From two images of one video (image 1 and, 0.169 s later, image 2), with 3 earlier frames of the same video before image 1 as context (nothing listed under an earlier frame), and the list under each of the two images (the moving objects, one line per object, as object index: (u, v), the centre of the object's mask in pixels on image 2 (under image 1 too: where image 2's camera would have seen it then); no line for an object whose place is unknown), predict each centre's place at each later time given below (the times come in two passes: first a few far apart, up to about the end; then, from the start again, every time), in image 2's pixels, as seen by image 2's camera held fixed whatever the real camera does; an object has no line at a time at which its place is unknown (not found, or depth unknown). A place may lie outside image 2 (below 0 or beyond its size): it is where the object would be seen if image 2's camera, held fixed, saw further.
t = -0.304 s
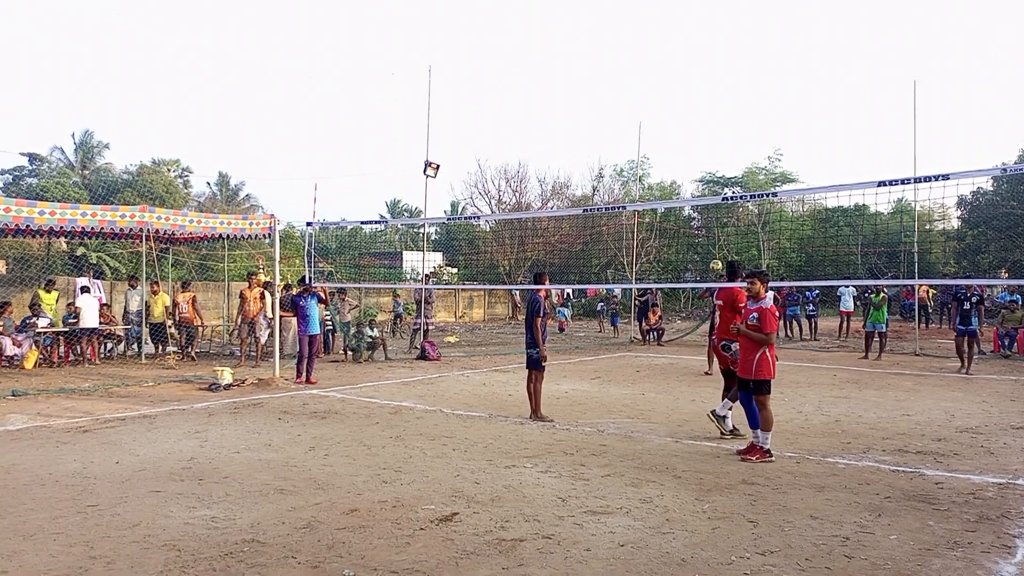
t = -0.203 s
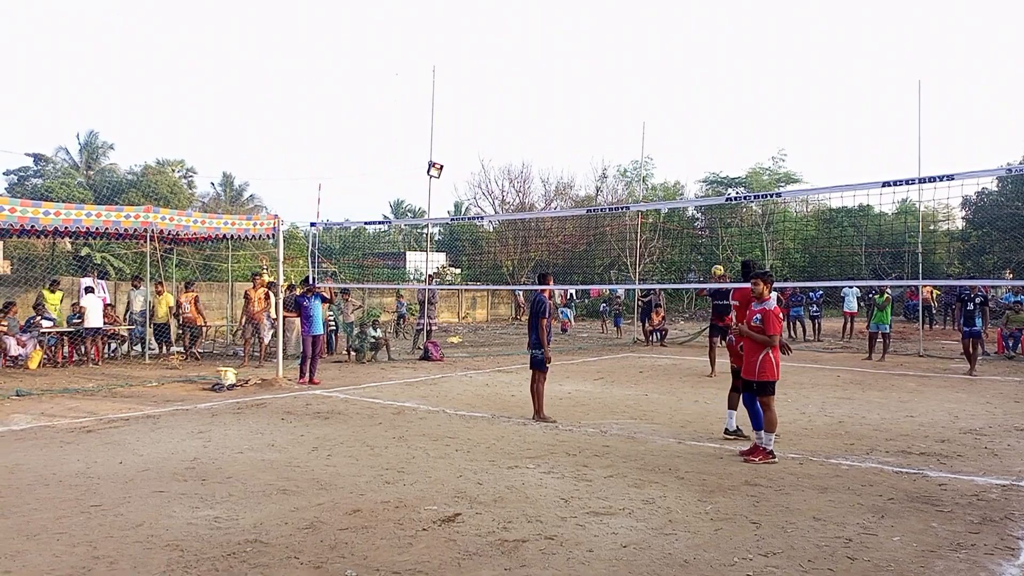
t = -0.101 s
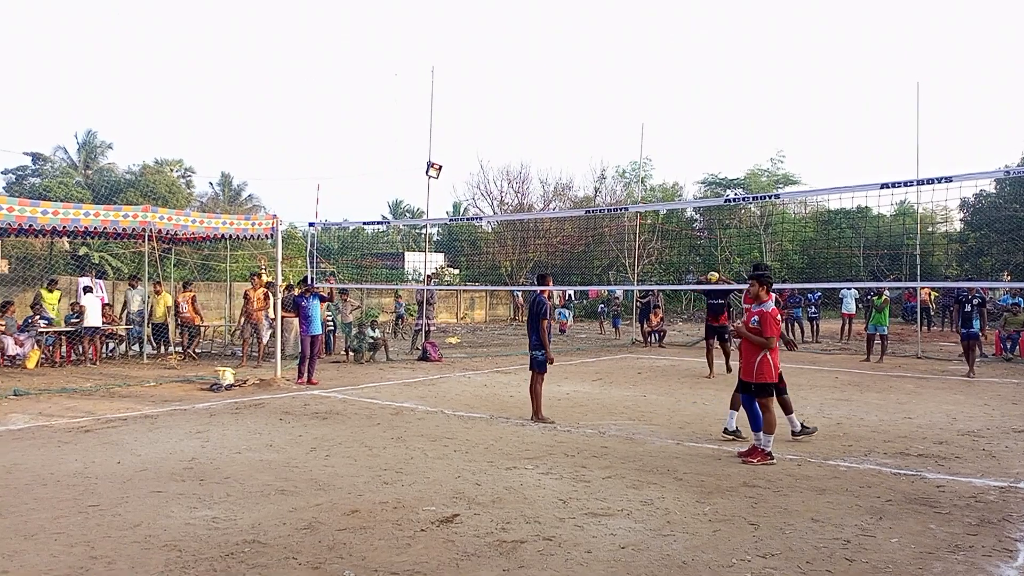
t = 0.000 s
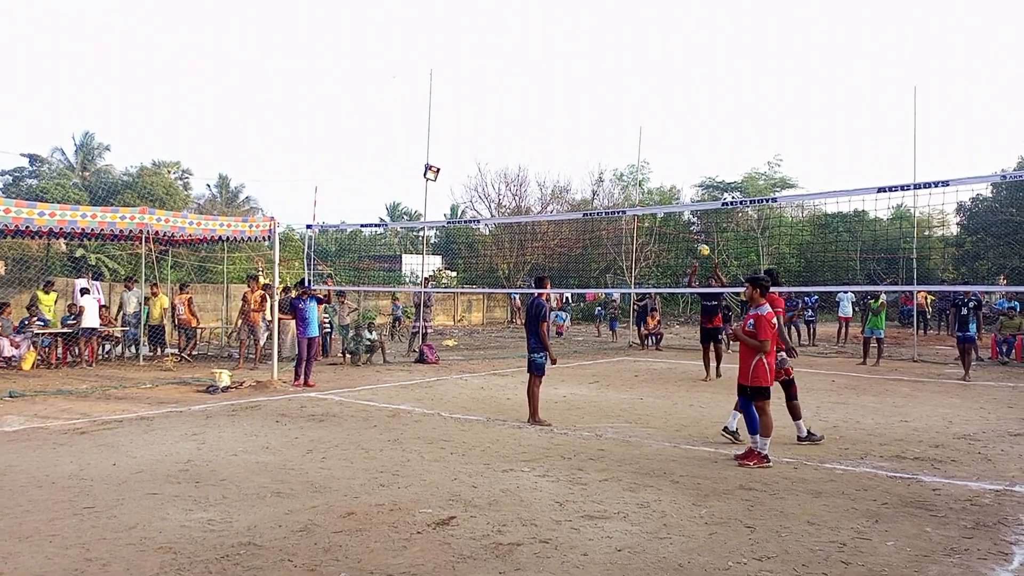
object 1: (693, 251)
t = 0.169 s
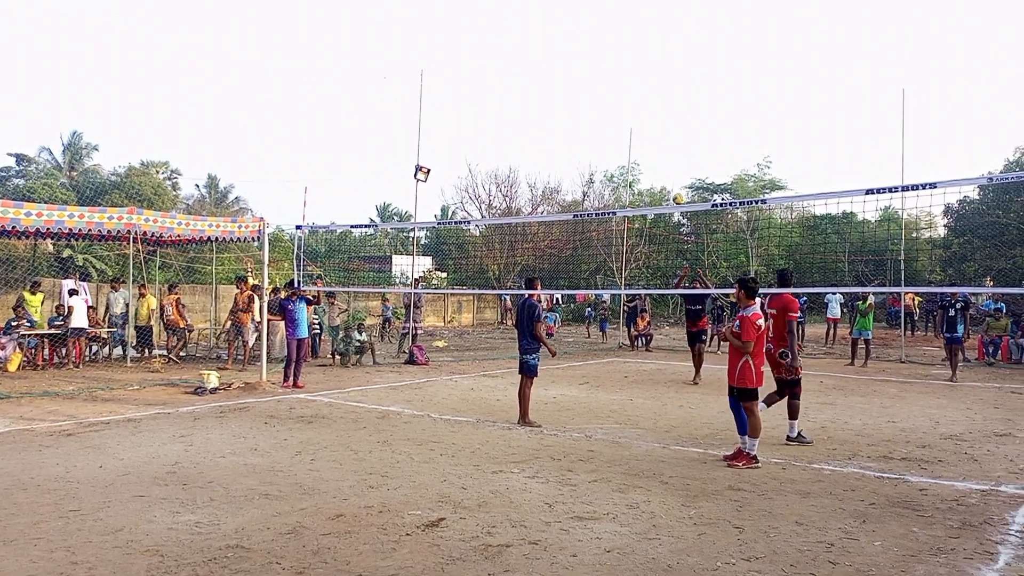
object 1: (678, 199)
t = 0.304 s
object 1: (666, 166)
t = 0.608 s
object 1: (637, 128)
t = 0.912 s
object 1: (605, 149)
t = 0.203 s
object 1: (675, 190)
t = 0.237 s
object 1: (672, 182)
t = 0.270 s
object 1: (669, 174)
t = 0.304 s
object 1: (666, 166)
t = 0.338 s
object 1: (663, 160)
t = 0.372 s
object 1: (660, 153)
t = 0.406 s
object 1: (657, 148)
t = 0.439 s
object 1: (654, 143)
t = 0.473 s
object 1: (651, 138)
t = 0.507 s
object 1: (648, 135)
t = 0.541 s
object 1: (645, 132)
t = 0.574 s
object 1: (641, 129)
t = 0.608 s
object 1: (637, 128)
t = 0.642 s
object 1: (634, 127)
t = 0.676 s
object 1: (630, 126)
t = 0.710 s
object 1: (627, 127)
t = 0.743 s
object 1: (623, 128)
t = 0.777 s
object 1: (620, 131)
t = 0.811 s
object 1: (616, 134)
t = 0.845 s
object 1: (613, 138)
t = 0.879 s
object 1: (609, 143)
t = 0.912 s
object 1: (605, 149)
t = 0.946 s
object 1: (601, 156)
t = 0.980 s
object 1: (597, 163)
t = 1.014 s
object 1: (593, 173)
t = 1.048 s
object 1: (589, 182)
